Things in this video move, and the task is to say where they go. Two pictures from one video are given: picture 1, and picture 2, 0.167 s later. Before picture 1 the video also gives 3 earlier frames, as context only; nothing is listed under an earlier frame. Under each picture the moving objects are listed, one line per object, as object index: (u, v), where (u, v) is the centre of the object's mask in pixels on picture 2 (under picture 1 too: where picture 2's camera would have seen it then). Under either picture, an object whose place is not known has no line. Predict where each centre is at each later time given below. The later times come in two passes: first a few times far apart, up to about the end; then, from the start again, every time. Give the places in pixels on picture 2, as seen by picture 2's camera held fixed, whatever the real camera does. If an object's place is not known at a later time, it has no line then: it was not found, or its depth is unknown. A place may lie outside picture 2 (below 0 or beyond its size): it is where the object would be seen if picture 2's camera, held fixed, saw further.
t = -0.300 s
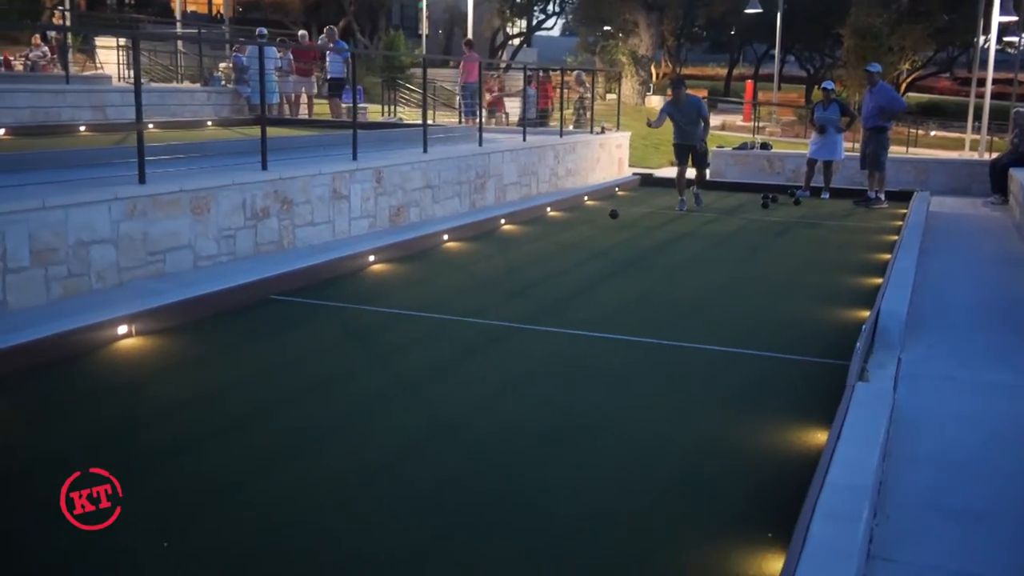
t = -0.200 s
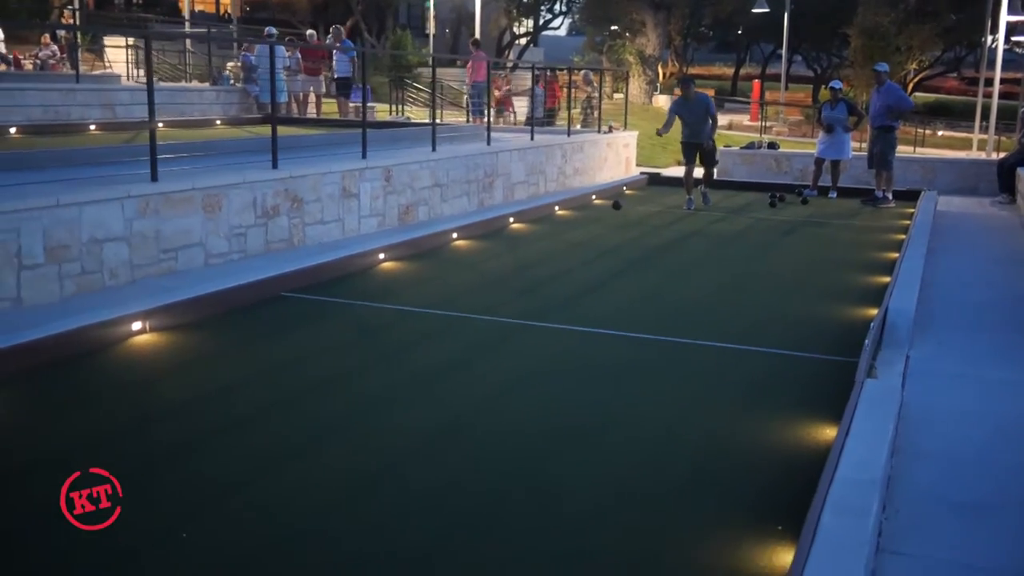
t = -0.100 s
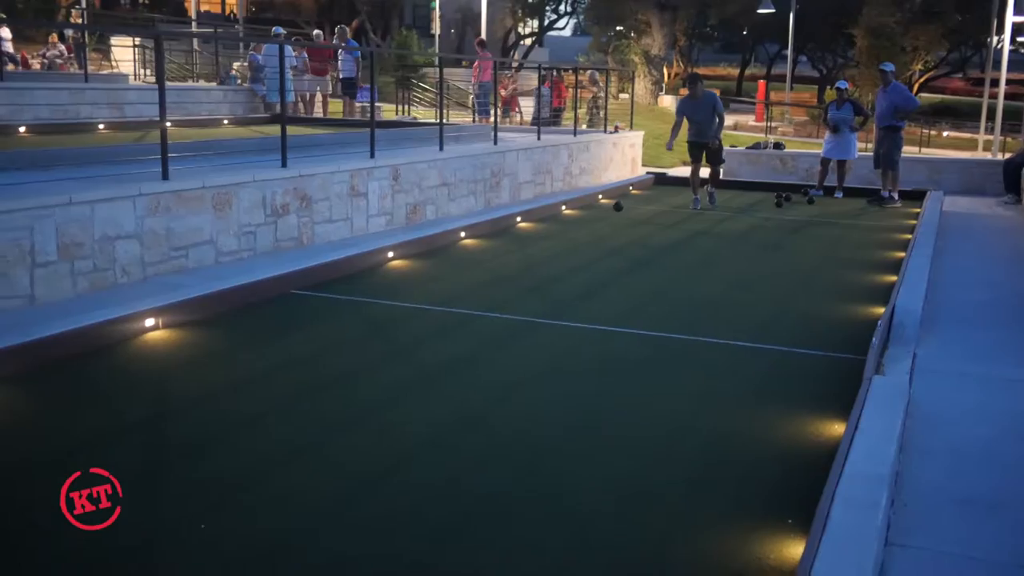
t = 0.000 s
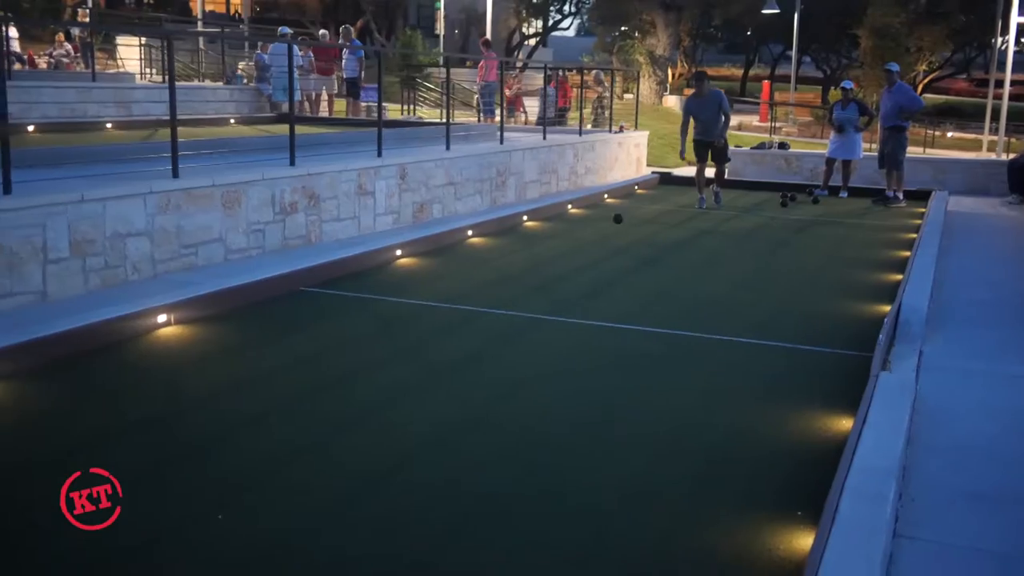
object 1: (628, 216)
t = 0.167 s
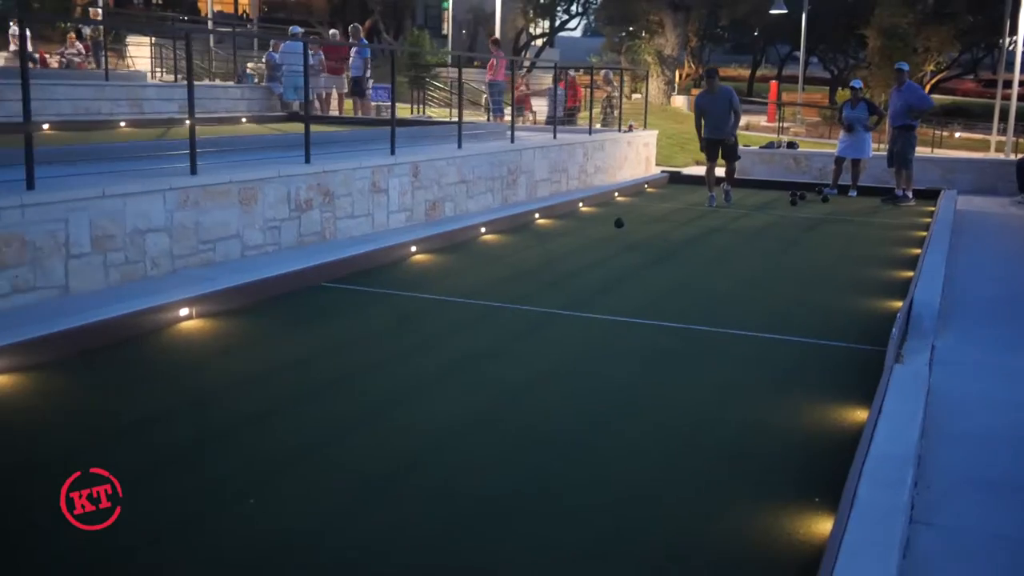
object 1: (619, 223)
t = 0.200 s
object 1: (617, 223)
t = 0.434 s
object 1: (602, 233)
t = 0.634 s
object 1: (590, 242)
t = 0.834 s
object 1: (578, 250)
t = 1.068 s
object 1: (564, 258)
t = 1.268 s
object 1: (551, 265)
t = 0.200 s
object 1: (617, 223)
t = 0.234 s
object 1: (615, 224)
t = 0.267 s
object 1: (613, 225)
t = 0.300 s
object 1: (610, 229)
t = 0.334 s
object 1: (608, 234)
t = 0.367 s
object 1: (606, 236)
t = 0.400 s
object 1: (604, 234)
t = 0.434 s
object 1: (602, 233)
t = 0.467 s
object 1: (601, 234)
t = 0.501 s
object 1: (598, 236)
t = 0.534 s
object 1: (596, 240)
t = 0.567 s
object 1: (594, 242)
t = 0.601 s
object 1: (592, 241)
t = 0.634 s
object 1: (590, 242)
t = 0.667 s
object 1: (588, 243)
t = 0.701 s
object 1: (586, 247)
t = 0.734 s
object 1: (584, 246)
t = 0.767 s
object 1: (582, 247)
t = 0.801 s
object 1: (580, 249)
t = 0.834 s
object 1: (578, 250)
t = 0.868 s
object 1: (576, 250)
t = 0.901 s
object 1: (574, 252)
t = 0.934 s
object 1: (572, 253)
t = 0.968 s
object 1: (569, 254)
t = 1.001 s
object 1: (568, 256)
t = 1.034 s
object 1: (565, 257)
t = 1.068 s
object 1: (564, 258)
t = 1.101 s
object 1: (562, 259)
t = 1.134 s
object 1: (559, 260)
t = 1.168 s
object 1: (557, 261)
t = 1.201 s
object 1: (555, 262)
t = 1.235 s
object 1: (553, 263)
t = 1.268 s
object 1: (551, 265)
